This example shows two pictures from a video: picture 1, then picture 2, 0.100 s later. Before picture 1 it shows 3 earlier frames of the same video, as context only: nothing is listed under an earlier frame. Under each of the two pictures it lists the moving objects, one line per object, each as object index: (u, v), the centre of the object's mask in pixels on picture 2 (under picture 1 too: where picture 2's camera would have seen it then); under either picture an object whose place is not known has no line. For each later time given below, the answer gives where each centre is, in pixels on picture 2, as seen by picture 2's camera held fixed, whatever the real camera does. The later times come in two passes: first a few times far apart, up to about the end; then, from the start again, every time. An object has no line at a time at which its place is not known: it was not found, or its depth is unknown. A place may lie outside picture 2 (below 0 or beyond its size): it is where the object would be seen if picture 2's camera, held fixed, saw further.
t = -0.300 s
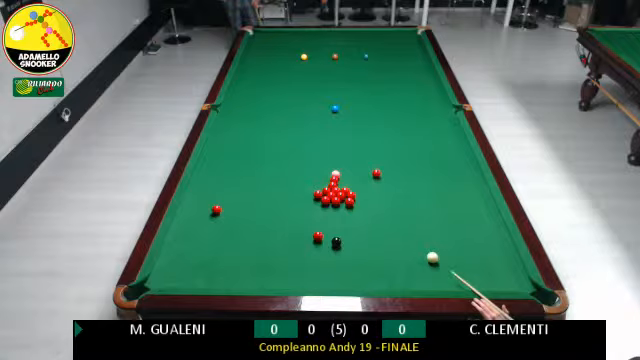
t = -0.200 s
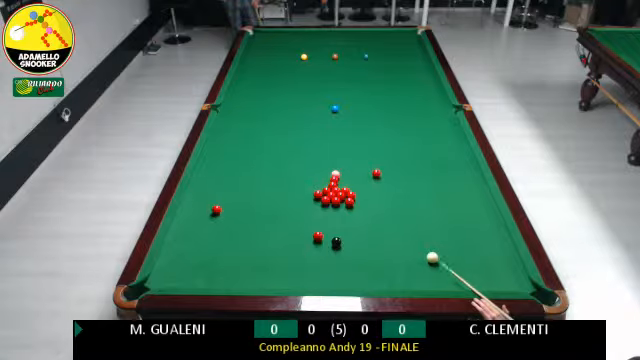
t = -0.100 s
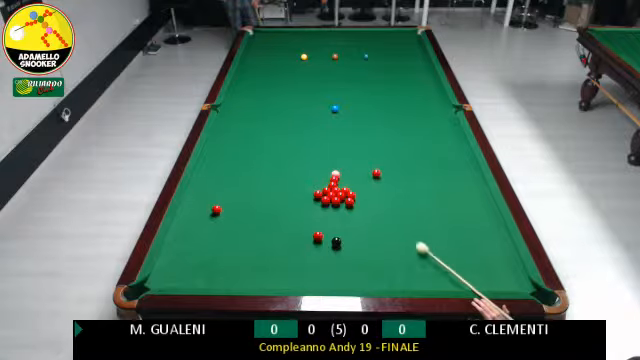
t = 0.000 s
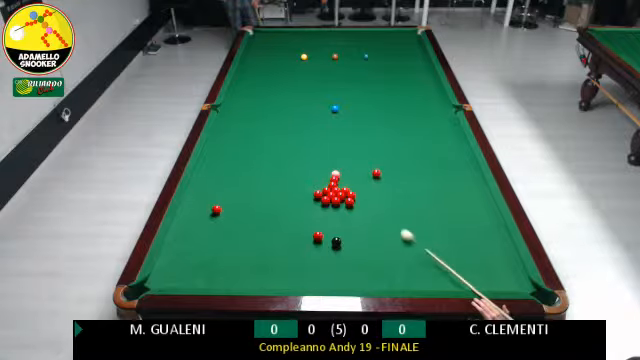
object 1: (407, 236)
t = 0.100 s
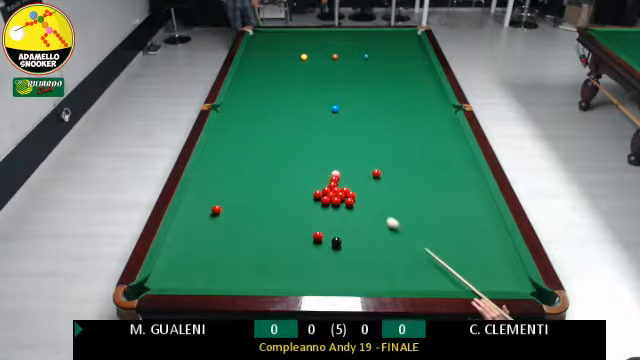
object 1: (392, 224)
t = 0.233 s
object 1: (375, 209)
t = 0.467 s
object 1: (357, 186)
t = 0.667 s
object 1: (351, 170)
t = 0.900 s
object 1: (345, 153)
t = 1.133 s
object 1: (339, 138)
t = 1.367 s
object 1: (334, 125)
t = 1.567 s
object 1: (330, 115)
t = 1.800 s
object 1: (325, 104)
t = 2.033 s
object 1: (320, 95)
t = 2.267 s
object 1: (316, 86)
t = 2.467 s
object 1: (312, 80)
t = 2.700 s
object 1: (308, 73)
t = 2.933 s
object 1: (305, 67)
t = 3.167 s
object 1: (301, 62)
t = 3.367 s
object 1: (298, 57)
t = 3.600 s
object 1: (292, 55)
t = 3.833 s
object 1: (285, 52)
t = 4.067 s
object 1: (280, 49)
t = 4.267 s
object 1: (276, 47)
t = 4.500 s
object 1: (271, 45)
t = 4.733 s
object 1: (267, 43)
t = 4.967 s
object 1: (263, 42)
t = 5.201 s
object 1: (260, 41)
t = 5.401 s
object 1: (257, 39)
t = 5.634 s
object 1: (254, 38)
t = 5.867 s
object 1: (252, 37)
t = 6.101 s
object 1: (252, 36)
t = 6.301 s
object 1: (254, 35)
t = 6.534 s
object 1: (254, 35)
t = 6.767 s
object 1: (255, 35)
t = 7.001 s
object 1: (255, 35)
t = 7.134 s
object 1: (255, 35)
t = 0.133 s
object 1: (389, 220)
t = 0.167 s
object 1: (384, 216)
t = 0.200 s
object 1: (379, 213)
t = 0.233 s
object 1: (375, 209)
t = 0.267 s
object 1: (372, 206)
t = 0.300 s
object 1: (368, 202)
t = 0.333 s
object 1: (364, 199)
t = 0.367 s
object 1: (361, 196)
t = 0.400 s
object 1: (360, 192)
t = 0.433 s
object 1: (358, 189)
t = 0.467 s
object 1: (357, 186)
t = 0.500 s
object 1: (357, 183)
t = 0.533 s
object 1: (356, 181)
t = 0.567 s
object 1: (354, 178)
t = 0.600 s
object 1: (353, 175)
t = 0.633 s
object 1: (352, 173)
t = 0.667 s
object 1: (351, 170)
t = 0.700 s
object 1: (350, 167)
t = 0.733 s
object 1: (349, 165)
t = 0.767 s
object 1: (348, 162)
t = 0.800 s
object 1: (347, 160)
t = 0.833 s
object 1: (347, 158)
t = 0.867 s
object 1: (346, 155)
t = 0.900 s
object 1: (345, 153)
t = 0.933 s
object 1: (344, 151)
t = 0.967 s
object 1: (343, 149)
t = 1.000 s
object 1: (342, 146)
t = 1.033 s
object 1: (341, 144)
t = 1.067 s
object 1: (341, 142)
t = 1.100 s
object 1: (340, 140)
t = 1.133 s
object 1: (339, 138)
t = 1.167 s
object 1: (338, 136)
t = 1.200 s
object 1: (338, 134)
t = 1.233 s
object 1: (337, 133)
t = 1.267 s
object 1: (336, 131)
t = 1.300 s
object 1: (335, 128)
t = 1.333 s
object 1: (335, 127)
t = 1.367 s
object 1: (334, 125)
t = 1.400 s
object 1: (333, 123)
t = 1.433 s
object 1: (333, 121)
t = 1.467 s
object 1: (332, 119)
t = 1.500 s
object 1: (331, 118)
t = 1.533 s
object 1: (331, 116)
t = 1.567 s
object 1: (330, 115)
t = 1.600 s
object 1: (329, 113)
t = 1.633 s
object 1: (328, 112)
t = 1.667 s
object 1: (328, 111)
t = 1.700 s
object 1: (327, 108)
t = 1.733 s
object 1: (327, 107)
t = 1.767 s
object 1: (326, 106)
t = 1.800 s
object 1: (325, 104)
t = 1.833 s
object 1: (324, 103)
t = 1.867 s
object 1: (324, 101)
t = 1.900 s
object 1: (323, 100)
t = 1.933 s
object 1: (322, 99)
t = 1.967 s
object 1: (322, 98)
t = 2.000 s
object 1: (321, 96)
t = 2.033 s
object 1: (320, 95)
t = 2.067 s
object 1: (319, 93)
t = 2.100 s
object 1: (319, 92)
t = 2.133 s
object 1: (319, 91)
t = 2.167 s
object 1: (318, 90)
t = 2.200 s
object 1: (317, 89)
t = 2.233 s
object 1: (316, 88)
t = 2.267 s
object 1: (316, 86)
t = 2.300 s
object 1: (315, 85)
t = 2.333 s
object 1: (314, 84)
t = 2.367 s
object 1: (314, 83)
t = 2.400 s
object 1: (313, 82)
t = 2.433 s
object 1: (313, 81)
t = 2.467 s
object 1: (312, 80)
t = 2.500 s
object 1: (312, 79)
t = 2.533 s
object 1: (311, 78)
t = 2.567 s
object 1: (310, 77)
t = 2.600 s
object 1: (310, 76)
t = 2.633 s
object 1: (310, 75)
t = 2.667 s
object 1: (309, 74)
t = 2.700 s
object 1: (308, 73)
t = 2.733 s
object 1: (308, 72)
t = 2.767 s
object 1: (308, 71)
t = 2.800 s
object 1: (307, 70)
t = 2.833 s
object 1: (307, 69)
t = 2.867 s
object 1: (306, 69)
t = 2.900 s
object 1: (305, 68)
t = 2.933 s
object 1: (305, 67)
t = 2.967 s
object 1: (304, 66)
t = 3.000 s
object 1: (304, 66)
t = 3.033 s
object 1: (304, 64)
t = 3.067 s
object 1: (303, 64)
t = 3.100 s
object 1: (303, 63)
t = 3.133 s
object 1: (302, 62)
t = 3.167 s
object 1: (301, 62)
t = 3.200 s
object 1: (301, 60)
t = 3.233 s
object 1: (300, 59)
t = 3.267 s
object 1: (300, 59)
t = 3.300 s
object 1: (299, 58)
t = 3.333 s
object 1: (299, 58)
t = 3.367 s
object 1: (298, 57)
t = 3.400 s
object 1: (297, 57)
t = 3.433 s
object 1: (296, 56)
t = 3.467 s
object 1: (295, 56)
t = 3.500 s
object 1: (295, 56)
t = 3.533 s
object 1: (293, 55)
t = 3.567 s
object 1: (292, 55)
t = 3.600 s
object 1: (292, 55)
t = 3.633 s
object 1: (291, 54)
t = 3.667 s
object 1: (290, 54)
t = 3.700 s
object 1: (289, 54)
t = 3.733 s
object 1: (288, 53)
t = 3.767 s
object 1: (287, 52)
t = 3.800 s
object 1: (286, 52)
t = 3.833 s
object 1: (285, 52)
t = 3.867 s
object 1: (285, 52)
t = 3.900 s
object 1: (284, 51)
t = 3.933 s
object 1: (283, 51)
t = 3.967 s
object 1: (282, 50)
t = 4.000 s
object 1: (281, 50)
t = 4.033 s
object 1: (281, 49)
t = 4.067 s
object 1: (280, 49)
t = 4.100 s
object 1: (279, 49)
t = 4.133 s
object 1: (279, 49)
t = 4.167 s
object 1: (278, 48)
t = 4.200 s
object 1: (278, 48)
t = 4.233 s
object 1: (277, 47)
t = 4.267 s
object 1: (276, 47)
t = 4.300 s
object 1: (275, 47)
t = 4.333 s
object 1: (274, 47)
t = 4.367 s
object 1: (274, 46)
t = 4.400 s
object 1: (273, 46)
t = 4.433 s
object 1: (272, 46)
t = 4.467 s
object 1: (272, 45)
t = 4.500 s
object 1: (271, 45)
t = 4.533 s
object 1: (271, 45)
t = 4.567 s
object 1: (270, 45)
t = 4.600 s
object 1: (269, 44)
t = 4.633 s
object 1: (269, 44)
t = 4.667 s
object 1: (268, 44)
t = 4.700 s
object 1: (268, 43)
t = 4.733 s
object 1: (267, 43)
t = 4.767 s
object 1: (267, 43)
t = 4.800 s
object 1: (266, 43)
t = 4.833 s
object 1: (265, 43)
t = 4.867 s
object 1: (265, 42)
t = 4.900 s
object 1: (264, 42)
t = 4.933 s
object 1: (264, 42)
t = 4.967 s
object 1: (263, 42)
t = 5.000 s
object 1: (262, 41)
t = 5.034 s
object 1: (262, 42)
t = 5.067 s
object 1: (262, 41)
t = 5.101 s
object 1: (261, 41)
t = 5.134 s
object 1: (261, 41)
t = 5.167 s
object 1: (260, 41)
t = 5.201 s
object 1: (260, 41)
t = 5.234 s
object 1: (259, 40)
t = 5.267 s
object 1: (259, 40)
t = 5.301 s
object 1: (258, 39)
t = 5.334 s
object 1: (257, 39)
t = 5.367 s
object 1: (257, 39)
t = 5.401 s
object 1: (257, 39)
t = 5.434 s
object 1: (257, 39)
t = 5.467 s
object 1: (256, 38)
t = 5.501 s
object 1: (256, 38)
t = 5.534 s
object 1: (256, 38)
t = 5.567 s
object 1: (255, 38)
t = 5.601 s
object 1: (255, 38)
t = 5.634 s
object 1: (254, 38)
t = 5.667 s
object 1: (254, 38)
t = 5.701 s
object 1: (254, 38)
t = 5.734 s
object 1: (254, 38)
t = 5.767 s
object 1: (253, 38)
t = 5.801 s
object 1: (253, 37)
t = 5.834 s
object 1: (253, 37)
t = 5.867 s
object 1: (252, 37)
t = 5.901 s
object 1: (252, 37)
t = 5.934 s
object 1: (252, 37)
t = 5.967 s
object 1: (251, 36)
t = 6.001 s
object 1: (252, 36)
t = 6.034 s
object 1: (252, 36)
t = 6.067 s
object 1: (252, 36)
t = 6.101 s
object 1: (252, 36)
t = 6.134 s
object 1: (252, 36)
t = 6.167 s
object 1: (252, 36)
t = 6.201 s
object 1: (253, 36)
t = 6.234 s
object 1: (253, 36)
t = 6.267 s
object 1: (253, 36)
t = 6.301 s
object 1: (254, 35)
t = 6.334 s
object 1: (254, 36)
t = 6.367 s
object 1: (254, 35)
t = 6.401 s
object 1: (254, 35)
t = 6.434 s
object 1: (254, 35)
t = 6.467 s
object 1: (254, 35)
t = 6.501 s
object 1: (254, 35)
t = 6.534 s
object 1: (254, 35)
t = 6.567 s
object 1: (254, 35)
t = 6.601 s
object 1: (254, 35)
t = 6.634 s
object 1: (254, 35)
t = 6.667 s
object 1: (255, 35)
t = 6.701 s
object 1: (255, 35)
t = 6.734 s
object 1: (255, 35)
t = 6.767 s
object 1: (255, 35)
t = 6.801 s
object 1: (255, 35)
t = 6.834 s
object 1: (255, 35)
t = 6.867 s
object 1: (255, 35)
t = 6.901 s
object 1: (255, 35)
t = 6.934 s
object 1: (255, 35)
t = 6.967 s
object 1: (255, 35)
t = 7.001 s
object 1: (255, 35)
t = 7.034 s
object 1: (255, 35)
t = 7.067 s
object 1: (255, 35)
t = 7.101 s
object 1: (255, 35)
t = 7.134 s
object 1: (255, 35)
